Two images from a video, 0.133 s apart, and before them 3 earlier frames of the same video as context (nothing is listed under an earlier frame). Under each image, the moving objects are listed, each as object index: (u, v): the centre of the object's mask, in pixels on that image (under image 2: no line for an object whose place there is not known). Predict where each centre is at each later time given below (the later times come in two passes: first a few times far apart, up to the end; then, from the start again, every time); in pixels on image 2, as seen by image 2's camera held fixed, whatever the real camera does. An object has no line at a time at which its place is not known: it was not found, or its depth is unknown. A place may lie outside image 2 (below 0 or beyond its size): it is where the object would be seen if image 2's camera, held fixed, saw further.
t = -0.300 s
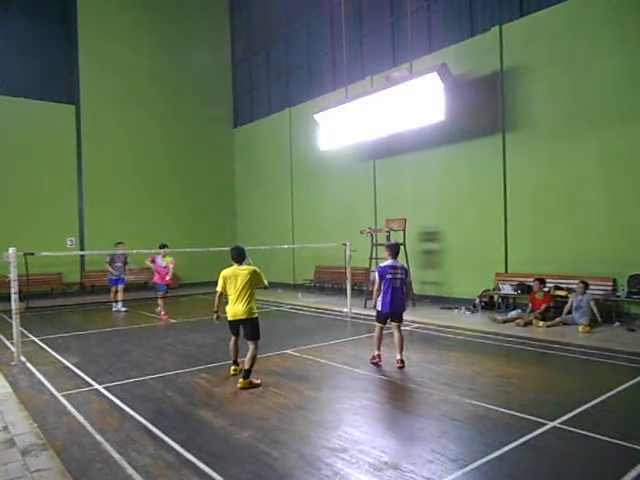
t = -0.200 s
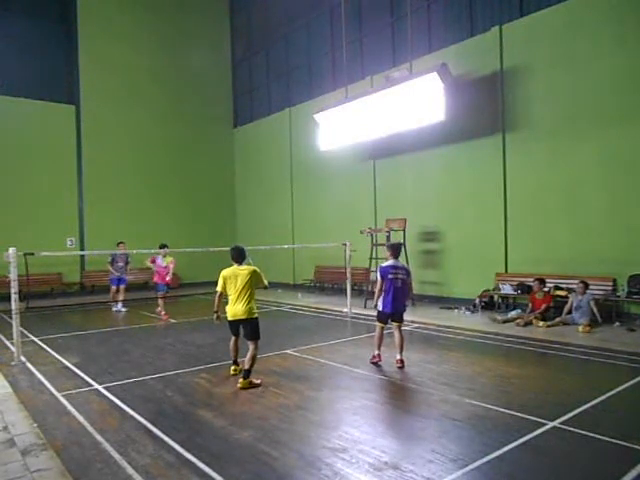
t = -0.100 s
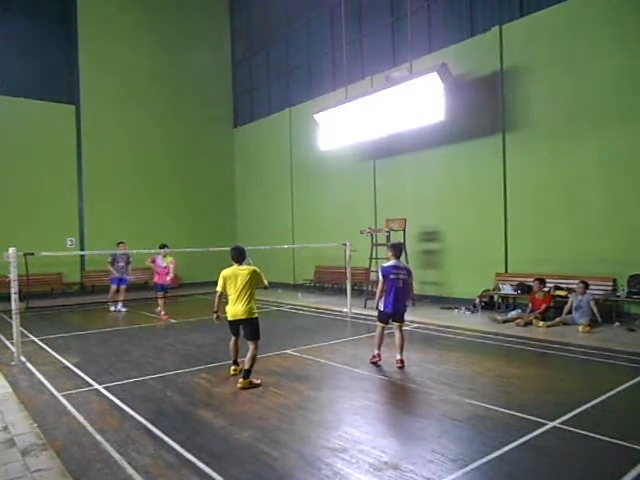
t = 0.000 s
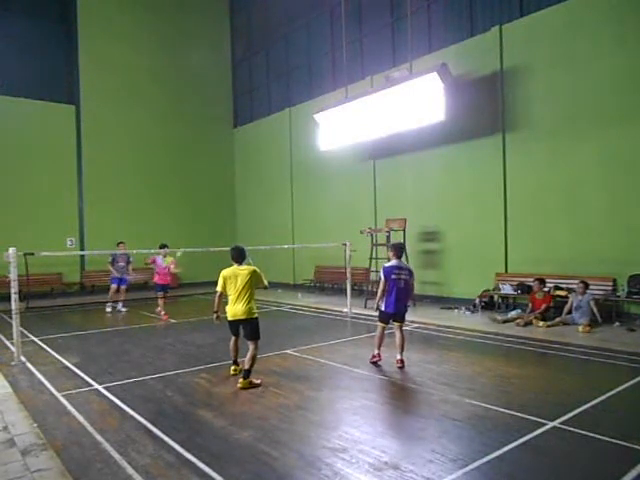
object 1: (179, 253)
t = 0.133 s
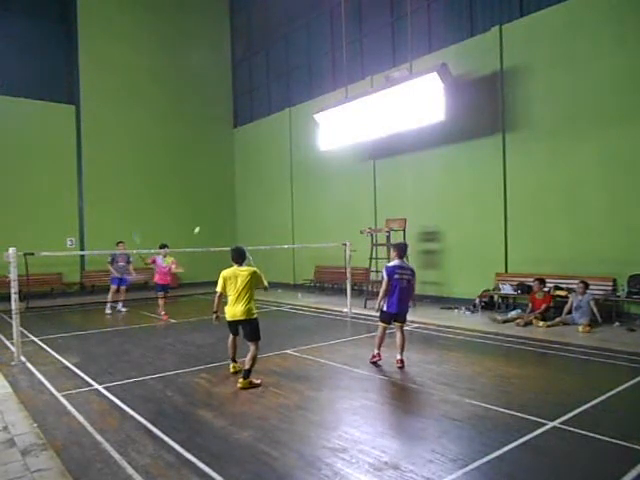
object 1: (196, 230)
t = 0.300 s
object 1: (217, 214)
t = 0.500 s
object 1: (240, 216)
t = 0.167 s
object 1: (200, 225)
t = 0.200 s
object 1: (204, 222)
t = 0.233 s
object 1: (208, 219)
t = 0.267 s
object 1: (212, 217)
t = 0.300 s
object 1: (217, 214)
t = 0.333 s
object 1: (220, 214)
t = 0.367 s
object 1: (224, 213)
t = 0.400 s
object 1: (228, 213)
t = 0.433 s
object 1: (232, 213)
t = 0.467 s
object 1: (236, 215)
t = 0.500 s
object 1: (240, 216)
